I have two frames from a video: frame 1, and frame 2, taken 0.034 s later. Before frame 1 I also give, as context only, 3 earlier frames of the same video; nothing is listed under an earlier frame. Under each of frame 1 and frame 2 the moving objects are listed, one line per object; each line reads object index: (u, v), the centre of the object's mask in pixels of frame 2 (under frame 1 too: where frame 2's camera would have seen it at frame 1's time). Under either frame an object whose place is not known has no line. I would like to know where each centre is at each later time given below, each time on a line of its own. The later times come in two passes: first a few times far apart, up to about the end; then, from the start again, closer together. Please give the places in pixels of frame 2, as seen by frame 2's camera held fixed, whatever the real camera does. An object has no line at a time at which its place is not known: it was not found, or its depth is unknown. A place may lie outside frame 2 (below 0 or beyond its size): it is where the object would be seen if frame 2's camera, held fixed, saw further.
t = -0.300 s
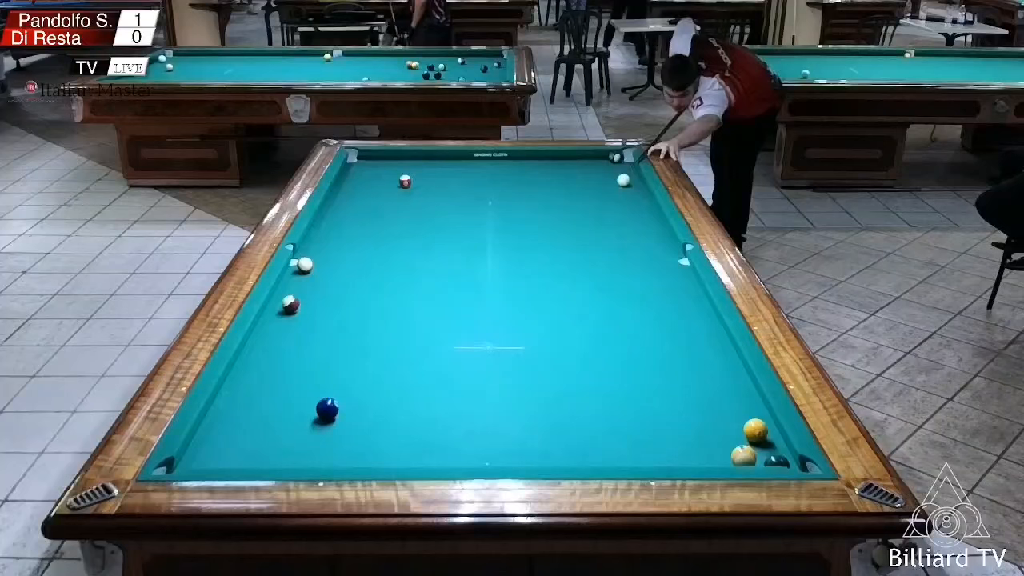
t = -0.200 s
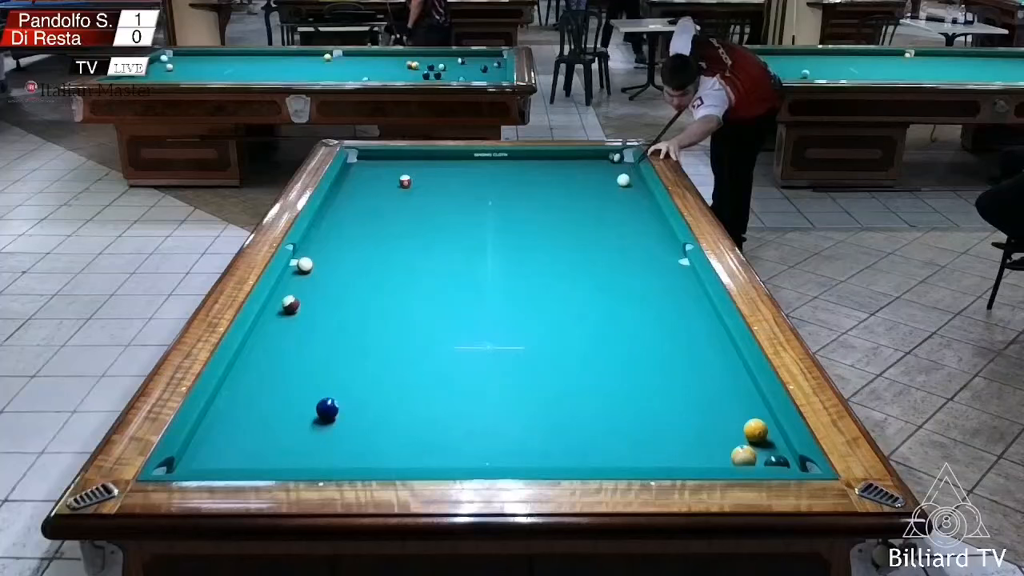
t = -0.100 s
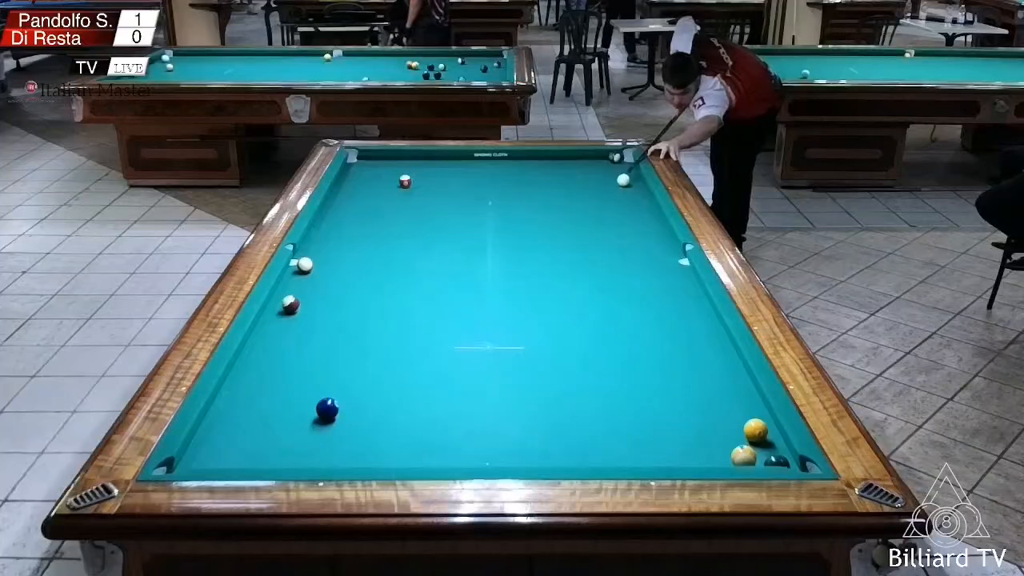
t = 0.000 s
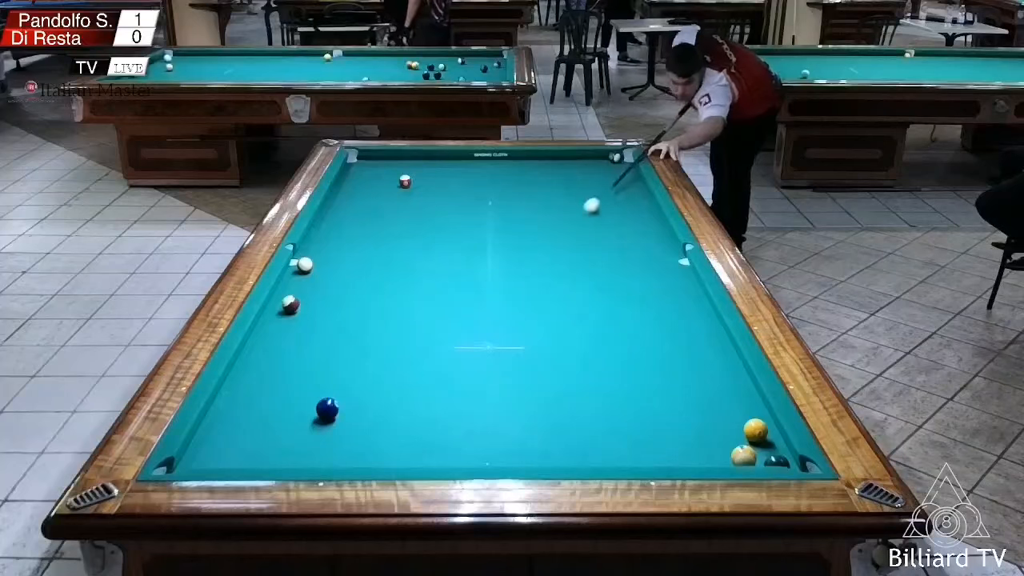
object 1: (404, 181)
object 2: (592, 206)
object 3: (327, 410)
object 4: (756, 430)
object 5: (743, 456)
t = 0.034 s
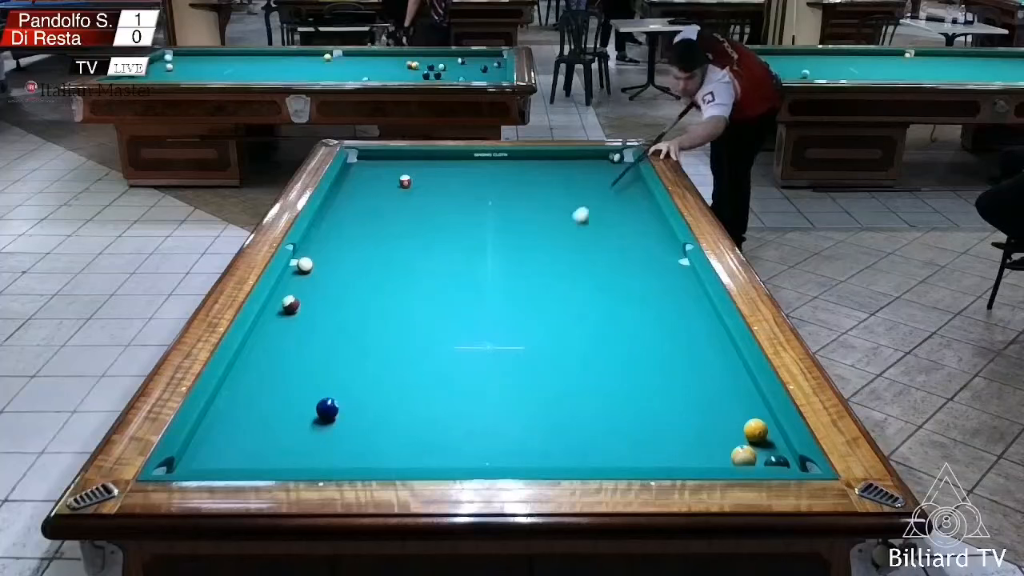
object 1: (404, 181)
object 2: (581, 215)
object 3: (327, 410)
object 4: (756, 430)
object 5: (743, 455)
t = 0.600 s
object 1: (405, 181)
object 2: (343, 453)
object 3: (244, 416)
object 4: (755, 430)
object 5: (743, 456)
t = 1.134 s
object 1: (405, 181)
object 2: (386, 274)
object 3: (390, 433)
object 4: (755, 430)
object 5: (743, 456)
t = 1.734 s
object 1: (408, 179)
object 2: (398, 185)
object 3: (613, 452)
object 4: (755, 430)
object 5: (743, 456)
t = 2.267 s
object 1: (440, 164)
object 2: (355, 168)
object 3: (745, 462)
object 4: (755, 429)
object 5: (774, 442)
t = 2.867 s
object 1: (455, 190)
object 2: (378, 156)
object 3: (776, 454)
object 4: (735, 415)
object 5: (753, 438)
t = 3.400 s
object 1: (471, 215)
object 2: (400, 161)
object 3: (769, 451)
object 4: (721, 404)
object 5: (741, 430)
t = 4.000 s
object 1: (491, 247)
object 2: (424, 167)
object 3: (761, 449)
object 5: (733, 423)
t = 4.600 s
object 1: (514, 284)
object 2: (446, 173)
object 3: (761, 449)
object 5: (730, 421)
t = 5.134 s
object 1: (537, 321)
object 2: (464, 177)
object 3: (761, 450)
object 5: (729, 420)
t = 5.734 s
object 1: (568, 371)
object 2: (483, 182)
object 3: (761, 450)
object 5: (729, 420)
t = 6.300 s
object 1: (604, 425)
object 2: (498, 185)
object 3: (761, 450)
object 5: (729, 420)
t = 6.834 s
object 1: (636, 460)
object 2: (511, 189)
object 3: (761, 450)
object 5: (729, 420)
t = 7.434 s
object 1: (642, 428)
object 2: (522, 192)
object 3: (761, 450)
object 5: (729, 420)
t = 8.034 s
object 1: (647, 398)
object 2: (530, 194)
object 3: (761, 450)
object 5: (730, 421)
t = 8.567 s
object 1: (650, 378)
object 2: (536, 195)
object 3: (761, 450)
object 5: (729, 421)
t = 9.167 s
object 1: (653, 359)
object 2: (539, 196)
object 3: (761, 450)
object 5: (729, 420)
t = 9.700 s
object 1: (654, 345)
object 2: (539, 196)
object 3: (761, 450)
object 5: (729, 420)
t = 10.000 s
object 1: (655, 338)
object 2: (539, 196)
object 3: (761, 450)
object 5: (729, 421)
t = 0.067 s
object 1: (405, 181)
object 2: (569, 225)
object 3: (327, 410)
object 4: (755, 430)
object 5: (743, 456)
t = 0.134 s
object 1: (405, 181)
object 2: (545, 246)
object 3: (327, 410)
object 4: (755, 430)
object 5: (743, 456)
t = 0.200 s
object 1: (405, 181)
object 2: (516, 269)
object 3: (327, 410)
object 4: (755, 430)
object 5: (743, 456)
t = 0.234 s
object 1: (405, 181)
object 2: (508, 276)
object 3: (327, 410)
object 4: (755, 430)
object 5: (743, 456)
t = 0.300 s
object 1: (405, 181)
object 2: (474, 304)
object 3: (327, 410)
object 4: (756, 430)
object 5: (743, 456)
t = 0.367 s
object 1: (405, 181)
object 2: (435, 338)
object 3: (327, 410)
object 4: (756, 430)
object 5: (743, 456)
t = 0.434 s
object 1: (405, 181)
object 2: (375, 388)
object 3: (327, 410)
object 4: (755, 430)
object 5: (743, 455)
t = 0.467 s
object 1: (405, 181)
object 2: (351, 410)
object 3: (326, 410)
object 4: (756, 430)
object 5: (743, 455)
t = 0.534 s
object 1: (405, 181)
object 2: (340, 454)
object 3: (278, 414)
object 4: (755, 430)
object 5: (743, 456)
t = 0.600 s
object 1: (405, 181)
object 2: (343, 453)
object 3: (244, 416)
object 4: (755, 430)
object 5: (743, 456)
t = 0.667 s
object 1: (405, 181)
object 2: (357, 414)
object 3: (218, 418)
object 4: (755, 430)
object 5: (743, 456)
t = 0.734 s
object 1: (405, 181)
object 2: (366, 384)
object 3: (245, 421)
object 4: (755, 430)
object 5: (743, 456)
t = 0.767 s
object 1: (405, 181)
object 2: (369, 371)
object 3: (257, 422)
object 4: (755, 430)
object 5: (743, 456)
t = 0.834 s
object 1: (405, 181)
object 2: (375, 343)
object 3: (287, 424)
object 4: (755, 430)
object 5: (743, 456)
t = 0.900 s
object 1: (405, 181)
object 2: (378, 324)
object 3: (312, 426)
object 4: (755, 430)
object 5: (743, 456)
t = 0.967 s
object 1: (405, 181)
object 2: (380, 312)
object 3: (329, 428)
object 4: (755, 430)
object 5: (743, 456)
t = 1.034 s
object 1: (405, 181)
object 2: (383, 296)
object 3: (354, 429)
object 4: (755, 430)
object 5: (743, 456)
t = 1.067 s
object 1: (405, 181)
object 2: (384, 288)
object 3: (366, 431)
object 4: (755, 430)
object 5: (743, 456)
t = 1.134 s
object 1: (405, 181)
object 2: (386, 274)
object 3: (390, 433)
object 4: (755, 430)
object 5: (743, 456)
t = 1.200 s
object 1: (405, 181)
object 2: (389, 258)
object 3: (421, 435)
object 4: (755, 430)
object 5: (743, 456)
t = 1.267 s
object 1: (405, 181)
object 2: (391, 246)
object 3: (446, 437)
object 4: (755, 430)
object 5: (743, 456)
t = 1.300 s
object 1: (405, 181)
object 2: (392, 240)
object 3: (458, 438)
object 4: (755, 430)
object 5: (743, 456)
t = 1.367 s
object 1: (405, 181)
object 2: (393, 232)
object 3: (476, 440)
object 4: (755, 430)
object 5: (743, 456)
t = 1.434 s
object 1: (404, 181)
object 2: (394, 222)
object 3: (501, 442)
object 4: (755, 430)
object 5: (743, 456)
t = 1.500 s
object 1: (405, 181)
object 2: (396, 212)
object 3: (526, 445)
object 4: (755, 430)
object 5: (743, 456)
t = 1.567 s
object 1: (404, 181)
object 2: (397, 203)
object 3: (551, 447)
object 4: (755, 430)
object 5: (743, 456)
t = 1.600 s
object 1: (404, 181)
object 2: (398, 197)
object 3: (569, 448)
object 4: (755, 430)
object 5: (743, 456)
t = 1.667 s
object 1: (406, 180)
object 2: (399, 188)
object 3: (594, 450)
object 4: (755, 430)
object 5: (743, 456)
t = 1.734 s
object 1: (408, 179)
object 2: (398, 185)
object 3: (613, 452)
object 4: (755, 430)
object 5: (743, 456)
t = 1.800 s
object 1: (414, 173)
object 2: (391, 184)
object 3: (638, 453)
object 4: (755, 430)
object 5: (743, 456)
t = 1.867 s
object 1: (421, 167)
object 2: (385, 181)
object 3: (663, 454)
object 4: (755, 430)
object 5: (743, 456)
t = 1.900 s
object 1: (423, 166)
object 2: (382, 181)
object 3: (676, 455)
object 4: (755, 430)
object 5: (743, 456)
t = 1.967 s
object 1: (428, 162)
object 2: (377, 178)
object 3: (701, 457)
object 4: (756, 430)
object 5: (743, 456)
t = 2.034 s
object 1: (434, 157)
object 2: (371, 175)
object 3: (723, 459)
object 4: (755, 430)
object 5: (753, 455)
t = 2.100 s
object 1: (436, 158)
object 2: (367, 174)
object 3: (729, 460)
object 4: (755, 429)
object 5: (759, 453)
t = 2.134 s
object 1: (437, 159)
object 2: (365, 172)
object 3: (733, 461)
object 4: (755, 429)
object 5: (763, 452)
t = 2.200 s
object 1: (438, 161)
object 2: (360, 170)
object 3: (742, 463)
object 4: (755, 429)
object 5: (768, 446)
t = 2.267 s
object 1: (440, 164)
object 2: (355, 168)
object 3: (745, 462)
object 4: (755, 429)
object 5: (774, 442)
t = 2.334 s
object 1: (441, 167)
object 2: (351, 166)
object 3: (749, 461)
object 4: (753, 428)
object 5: (771, 442)
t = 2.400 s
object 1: (443, 169)
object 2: (352, 165)
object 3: (753, 460)
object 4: (751, 426)
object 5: (769, 442)
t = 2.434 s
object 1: (444, 170)
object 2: (353, 164)
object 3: (754, 459)
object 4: (750, 426)
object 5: (767, 442)
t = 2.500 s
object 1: (446, 174)
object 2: (358, 163)
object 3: (757, 458)
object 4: (747, 424)
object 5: (765, 441)
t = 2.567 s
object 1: (447, 176)
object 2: (361, 161)
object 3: (760, 457)
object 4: (745, 422)
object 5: (762, 439)
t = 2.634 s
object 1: (449, 179)
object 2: (365, 160)
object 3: (764, 456)
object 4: (743, 421)
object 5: (761, 438)
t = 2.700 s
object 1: (451, 181)
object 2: (368, 159)
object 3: (767, 455)
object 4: (740, 419)
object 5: (758, 438)
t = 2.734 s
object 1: (452, 184)
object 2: (370, 158)
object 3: (769, 454)
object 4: (739, 418)
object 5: (757, 438)
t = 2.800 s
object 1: (453, 186)
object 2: (374, 157)
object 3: (772, 454)
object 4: (737, 416)
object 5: (755, 438)
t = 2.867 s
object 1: (455, 190)
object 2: (378, 156)
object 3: (776, 454)
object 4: (735, 415)
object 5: (753, 438)
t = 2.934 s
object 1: (457, 192)
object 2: (380, 157)
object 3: (779, 453)
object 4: (733, 413)
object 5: (752, 437)
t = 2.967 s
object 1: (458, 194)
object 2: (382, 157)
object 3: (779, 453)
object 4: (732, 413)
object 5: (751, 436)
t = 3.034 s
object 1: (460, 196)
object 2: (385, 157)
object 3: (777, 453)
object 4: (730, 411)
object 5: (749, 435)
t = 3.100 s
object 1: (462, 200)
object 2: (387, 158)
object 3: (776, 453)
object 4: (728, 410)
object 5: (747, 434)
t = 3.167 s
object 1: (463, 202)
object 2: (390, 159)
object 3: (774, 452)
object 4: (727, 409)
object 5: (746, 434)
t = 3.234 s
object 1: (466, 206)
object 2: (393, 160)
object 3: (772, 452)
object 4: (725, 407)
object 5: (744, 432)
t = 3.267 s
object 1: (467, 209)
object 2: (394, 160)
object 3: (772, 452)
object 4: (724, 406)
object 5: (744, 432)
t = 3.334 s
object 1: (468, 211)
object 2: (397, 161)
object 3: (770, 452)
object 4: (723, 405)
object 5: (743, 431)
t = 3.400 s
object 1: (471, 215)
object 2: (400, 161)
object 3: (769, 451)
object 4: (721, 404)
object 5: (741, 430)
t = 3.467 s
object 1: (473, 217)
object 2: (403, 162)
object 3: (768, 451)
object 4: (720, 403)
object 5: (740, 428)
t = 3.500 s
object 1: (474, 219)
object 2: (404, 162)
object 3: (767, 451)
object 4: (719, 402)
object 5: (740, 429)
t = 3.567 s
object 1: (475, 222)
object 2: (406, 163)
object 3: (766, 451)
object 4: (718, 402)
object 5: (739, 428)
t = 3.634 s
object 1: (478, 226)
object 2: (409, 164)
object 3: (765, 450)
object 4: (717, 400)
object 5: (737, 427)
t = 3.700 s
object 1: (480, 230)
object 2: (412, 164)
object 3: (764, 451)
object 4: (716, 399)
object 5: (737, 426)
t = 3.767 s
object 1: (482, 233)
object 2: (415, 165)
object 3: (764, 451)
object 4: (715, 399)
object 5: (736, 425)
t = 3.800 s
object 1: (483, 236)
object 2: (416, 165)
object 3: (763, 451)
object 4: (714, 398)
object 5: (735, 425)
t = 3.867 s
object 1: (486, 239)
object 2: (419, 166)
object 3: (762, 450)
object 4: (713, 397)
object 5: (734, 424)
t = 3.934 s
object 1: (487, 242)
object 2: (421, 166)
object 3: (762, 450)
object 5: (734, 424)
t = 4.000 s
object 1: (491, 247)
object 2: (424, 167)
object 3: (761, 449)
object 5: (733, 423)
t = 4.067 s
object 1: (493, 251)
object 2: (426, 168)
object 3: (761, 449)
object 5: (732, 423)
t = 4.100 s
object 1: (494, 253)
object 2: (428, 168)
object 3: (761, 449)
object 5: (732, 423)
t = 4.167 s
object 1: (497, 256)
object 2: (430, 169)
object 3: (761, 449)
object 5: (731, 422)
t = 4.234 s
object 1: (499, 261)
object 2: (433, 169)
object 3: (761, 449)
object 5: (731, 422)
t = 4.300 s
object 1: (501, 264)
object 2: (434, 169)
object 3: (761, 449)
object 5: (731, 422)
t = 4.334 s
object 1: (503, 266)
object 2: (436, 170)
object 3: (761, 449)
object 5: (731, 422)
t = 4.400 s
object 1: (506, 271)
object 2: (439, 171)
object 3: (761, 449)
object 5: (730, 421)
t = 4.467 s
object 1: (508, 275)
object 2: (441, 172)
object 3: (761, 449)
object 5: (730, 421)
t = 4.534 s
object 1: (511, 280)
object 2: (444, 172)
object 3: (761, 449)
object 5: (730, 421)
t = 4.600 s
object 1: (514, 284)
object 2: (446, 173)
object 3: (761, 449)
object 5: (730, 421)
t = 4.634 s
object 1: (514, 285)
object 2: (447, 173)
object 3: (761, 450)
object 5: (730, 421)
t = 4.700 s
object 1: (517, 290)
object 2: (449, 173)
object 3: (761, 450)
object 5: (729, 420)
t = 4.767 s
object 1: (520, 294)
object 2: (452, 174)
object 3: (761, 450)
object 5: (729, 420)
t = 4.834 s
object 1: (524, 301)
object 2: (454, 175)
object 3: (761, 450)
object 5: (729, 420)
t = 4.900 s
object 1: (527, 305)
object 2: (457, 175)
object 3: (761, 450)
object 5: (729, 420)
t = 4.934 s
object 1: (528, 307)
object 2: (458, 176)
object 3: (761, 450)
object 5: (729, 420)
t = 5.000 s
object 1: (530, 311)
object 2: (460, 176)
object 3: (761, 450)
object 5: (729, 420)
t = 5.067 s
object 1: (534, 316)
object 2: (462, 177)
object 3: (761, 450)
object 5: (729, 420)
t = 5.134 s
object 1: (537, 321)
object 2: (464, 177)
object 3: (761, 450)
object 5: (729, 420)
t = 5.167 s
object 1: (538, 324)
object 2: (465, 177)
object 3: (761, 449)
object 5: (729, 420)
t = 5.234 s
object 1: (542, 330)
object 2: (468, 178)
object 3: (761, 449)
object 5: (729, 420)
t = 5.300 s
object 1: (546, 336)
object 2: (470, 179)
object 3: (761, 449)
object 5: (729, 420)
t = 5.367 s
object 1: (548, 339)
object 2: (471, 179)
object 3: (761, 449)
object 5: (729, 420)
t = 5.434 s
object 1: (552, 344)
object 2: (474, 179)
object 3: (761, 449)
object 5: (729, 420)
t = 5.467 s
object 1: (554, 349)
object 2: (475, 180)
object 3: (761, 449)
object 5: (729, 420)
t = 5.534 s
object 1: (557, 354)
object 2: (477, 180)
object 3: (761, 450)
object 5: (729, 420)
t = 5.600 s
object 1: (562, 361)
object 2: (479, 181)
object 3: (761, 450)
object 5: (729, 420)
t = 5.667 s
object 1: (565, 366)
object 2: (481, 181)
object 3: (761, 449)
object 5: (729, 420)
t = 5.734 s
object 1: (568, 371)
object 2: (483, 182)
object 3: (761, 450)
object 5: (729, 420)
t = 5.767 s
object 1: (570, 373)
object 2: (484, 182)
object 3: (761, 450)
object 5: (729, 420)
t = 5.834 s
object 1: (574, 380)
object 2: (486, 182)
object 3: (761, 449)
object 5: (729, 420)
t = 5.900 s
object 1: (578, 386)
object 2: (487, 183)
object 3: (761, 449)
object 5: (729, 420)
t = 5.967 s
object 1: (582, 392)
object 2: (489, 183)
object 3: (761, 450)
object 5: (729, 420)
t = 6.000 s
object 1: (585, 397)
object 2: (491, 184)
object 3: (761, 450)
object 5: (729, 420)
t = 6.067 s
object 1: (590, 403)
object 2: (493, 184)
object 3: (761, 450)
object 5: (729, 420)
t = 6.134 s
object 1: (593, 409)
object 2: (494, 185)
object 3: (761, 450)
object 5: (729, 420)
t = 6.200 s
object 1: (597, 415)
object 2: (495, 185)
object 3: (761, 450)
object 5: (729, 420)
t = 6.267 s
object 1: (602, 422)
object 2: (497, 185)
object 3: (761, 450)
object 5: (729, 420)
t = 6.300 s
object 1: (604, 425)
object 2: (498, 185)
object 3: (761, 450)
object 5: (729, 420)
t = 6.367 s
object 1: (609, 433)
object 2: (500, 186)
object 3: (761, 450)
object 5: (729, 420)
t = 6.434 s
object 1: (615, 442)
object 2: (502, 186)
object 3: (762, 450)
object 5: (729, 420)
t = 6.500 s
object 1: (618, 448)
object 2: (503, 187)
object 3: (761, 450)
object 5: (729, 420)
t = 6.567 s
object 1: (622, 453)
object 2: (505, 187)
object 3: (761, 450)
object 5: (729, 420)
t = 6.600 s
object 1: (625, 454)
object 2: (505, 187)
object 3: (761, 450)
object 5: (729, 420)
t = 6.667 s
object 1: (629, 459)
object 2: (507, 188)
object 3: (761, 450)
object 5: (729, 420)
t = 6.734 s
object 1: (635, 463)
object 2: (508, 188)
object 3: (761, 450)
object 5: (729, 420)
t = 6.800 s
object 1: (636, 461)
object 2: (510, 189)
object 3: (761, 450)
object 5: (729, 420)
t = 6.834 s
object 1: (636, 460)
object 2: (511, 189)
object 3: (761, 450)
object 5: (729, 420)
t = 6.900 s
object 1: (637, 457)
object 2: (512, 189)
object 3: (761, 450)
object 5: (729, 420)
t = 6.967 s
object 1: (638, 454)
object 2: (513, 190)
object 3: (761, 450)
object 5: (729, 420)
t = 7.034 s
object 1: (639, 452)
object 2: (515, 190)
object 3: (761, 450)
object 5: (729, 420)
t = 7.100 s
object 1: (639, 448)
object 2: (516, 190)
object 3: (761, 450)
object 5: (729, 420)
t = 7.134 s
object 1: (639, 445)
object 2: (516, 190)
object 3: (761, 450)
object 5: (729, 420)
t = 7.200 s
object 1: (640, 440)
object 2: (518, 191)
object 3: (761, 450)
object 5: (729, 420)
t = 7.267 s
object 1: (641, 436)
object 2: (519, 191)
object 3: (761, 450)
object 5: (729, 420)
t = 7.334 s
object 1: (641, 433)
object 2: (520, 191)
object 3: (761, 450)
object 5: (729, 420)
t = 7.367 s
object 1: (642, 431)
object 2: (521, 191)
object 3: (761, 450)
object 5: (729, 420)
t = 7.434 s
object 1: (642, 428)
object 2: (522, 192)
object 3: (761, 450)
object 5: (729, 420)
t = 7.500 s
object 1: (643, 423)
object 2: (523, 192)
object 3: (761, 450)
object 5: (729, 420)
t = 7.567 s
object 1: (644, 420)
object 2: (524, 192)
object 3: (761, 450)
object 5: (729, 420)
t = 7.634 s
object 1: (644, 417)
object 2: (525, 193)
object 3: (761, 450)
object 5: (729, 420)
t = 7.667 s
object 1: (645, 415)
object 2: (525, 193)
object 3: (761, 450)
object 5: (729, 421)
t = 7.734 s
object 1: (645, 413)
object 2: (526, 193)
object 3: (761, 450)
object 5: (730, 421)
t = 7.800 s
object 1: (645, 409)
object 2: (527, 193)
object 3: (761, 450)
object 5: (730, 421)
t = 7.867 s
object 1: (645, 405)
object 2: (528, 193)
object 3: (761, 450)
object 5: (730, 421)
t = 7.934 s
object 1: (646, 403)
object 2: (529, 194)
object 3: (761, 450)
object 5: (730, 421)
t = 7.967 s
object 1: (646, 402)
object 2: (529, 194)
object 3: (761, 450)
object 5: (730, 421)
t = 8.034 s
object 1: (647, 398)
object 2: (530, 194)
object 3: (761, 450)
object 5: (730, 421)
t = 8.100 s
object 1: (647, 396)
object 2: (531, 194)
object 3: (761, 450)
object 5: (730, 421)
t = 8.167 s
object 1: (648, 393)
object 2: (532, 195)
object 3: (761, 450)
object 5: (730, 421)
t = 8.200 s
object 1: (648, 392)
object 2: (532, 195)
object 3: (761, 450)
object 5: (730, 420)
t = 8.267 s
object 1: (649, 389)
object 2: (533, 195)
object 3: (761, 450)
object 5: (730, 421)
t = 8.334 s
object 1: (649, 387)
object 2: (534, 195)
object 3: (761, 450)
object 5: (730, 421)
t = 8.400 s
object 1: (649, 384)
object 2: (534, 195)
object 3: (761, 450)
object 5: (730, 421)
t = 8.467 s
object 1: (650, 381)
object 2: (535, 195)
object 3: (761, 450)
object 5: (729, 421)
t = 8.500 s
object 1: (650, 380)
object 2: (535, 195)
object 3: (761, 450)
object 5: (730, 421)
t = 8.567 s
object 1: (650, 378)
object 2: (536, 195)
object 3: (761, 450)
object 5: (729, 421)
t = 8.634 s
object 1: (650, 376)
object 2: (536, 196)
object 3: (761, 450)
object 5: (729, 421)
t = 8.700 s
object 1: (650, 373)
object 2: (537, 196)
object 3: (761, 450)
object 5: (729, 420)
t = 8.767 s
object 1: (651, 371)
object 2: (537, 196)
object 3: (761, 450)
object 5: (730, 420)
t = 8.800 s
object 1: (651, 370)
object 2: (537, 196)
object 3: (761, 450)
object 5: (730, 420)
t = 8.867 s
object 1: (651, 367)
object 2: (538, 196)
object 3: (761, 450)
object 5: (729, 420)
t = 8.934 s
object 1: (652, 365)
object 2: (538, 196)
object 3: (762, 450)
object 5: (729, 420)
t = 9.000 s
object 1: (653, 364)
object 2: (538, 196)
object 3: (761, 450)
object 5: (729, 420)
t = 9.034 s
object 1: (652, 362)
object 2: (539, 196)
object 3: (761, 450)
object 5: (729, 420)
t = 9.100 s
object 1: (652, 361)
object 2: (539, 196)
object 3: (761, 450)
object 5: (729, 420)
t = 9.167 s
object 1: (653, 359)
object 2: (539, 196)
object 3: (761, 450)
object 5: (729, 420)
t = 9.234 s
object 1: (653, 356)
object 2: (539, 196)
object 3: (761, 450)
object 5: (729, 420)
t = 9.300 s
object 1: (654, 355)
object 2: (539, 196)
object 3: (761, 450)
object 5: (729, 420)
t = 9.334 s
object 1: (654, 354)
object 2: (539, 196)
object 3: (761, 450)
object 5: (729, 420)
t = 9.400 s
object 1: (654, 352)
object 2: (539, 196)
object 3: (761, 450)
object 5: (729, 420)
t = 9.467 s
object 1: (654, 351)
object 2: (539, 196)
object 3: (761, 450)
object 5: (729, 420)
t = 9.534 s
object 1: (654, 349)
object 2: (539, 196)
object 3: (761, 450)
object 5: (729, 420)
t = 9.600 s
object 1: (654, 348)
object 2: (539, 196)
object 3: (761, 450)
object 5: (729, 420)
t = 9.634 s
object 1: (654, 346)
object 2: (539, 196)
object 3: (761, 450)
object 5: (729, 420)
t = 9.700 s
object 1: (654, 345)
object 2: (539, 196)
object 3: (761, 450)
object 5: (729, 420)
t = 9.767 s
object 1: (654, 343)
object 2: (539, 196)
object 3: (761, 450)
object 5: (729, 421)
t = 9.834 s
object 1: (654, 342)
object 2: (539, 196)
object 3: (761, 450)
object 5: (729, 421)
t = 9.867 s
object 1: (654, 341)
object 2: (539, 196)
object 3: (761, 450)
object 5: (729, 421)
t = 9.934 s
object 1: (655, 340)
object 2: (539, 196)
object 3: (761, 450)
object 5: (729, 421)
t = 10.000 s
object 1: (655, 338)
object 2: (539, 196)
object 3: (761, 450)
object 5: (729, 421)
